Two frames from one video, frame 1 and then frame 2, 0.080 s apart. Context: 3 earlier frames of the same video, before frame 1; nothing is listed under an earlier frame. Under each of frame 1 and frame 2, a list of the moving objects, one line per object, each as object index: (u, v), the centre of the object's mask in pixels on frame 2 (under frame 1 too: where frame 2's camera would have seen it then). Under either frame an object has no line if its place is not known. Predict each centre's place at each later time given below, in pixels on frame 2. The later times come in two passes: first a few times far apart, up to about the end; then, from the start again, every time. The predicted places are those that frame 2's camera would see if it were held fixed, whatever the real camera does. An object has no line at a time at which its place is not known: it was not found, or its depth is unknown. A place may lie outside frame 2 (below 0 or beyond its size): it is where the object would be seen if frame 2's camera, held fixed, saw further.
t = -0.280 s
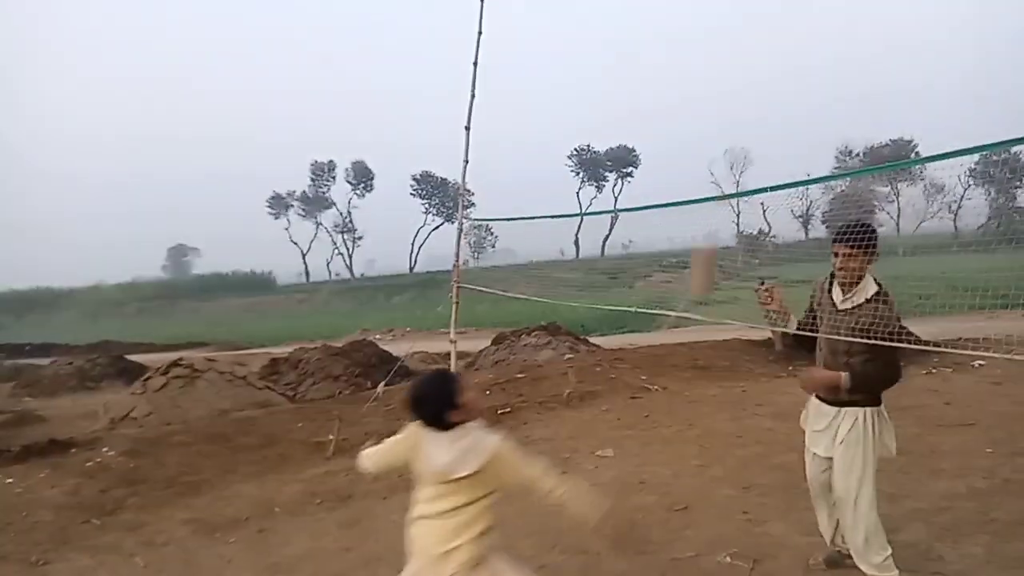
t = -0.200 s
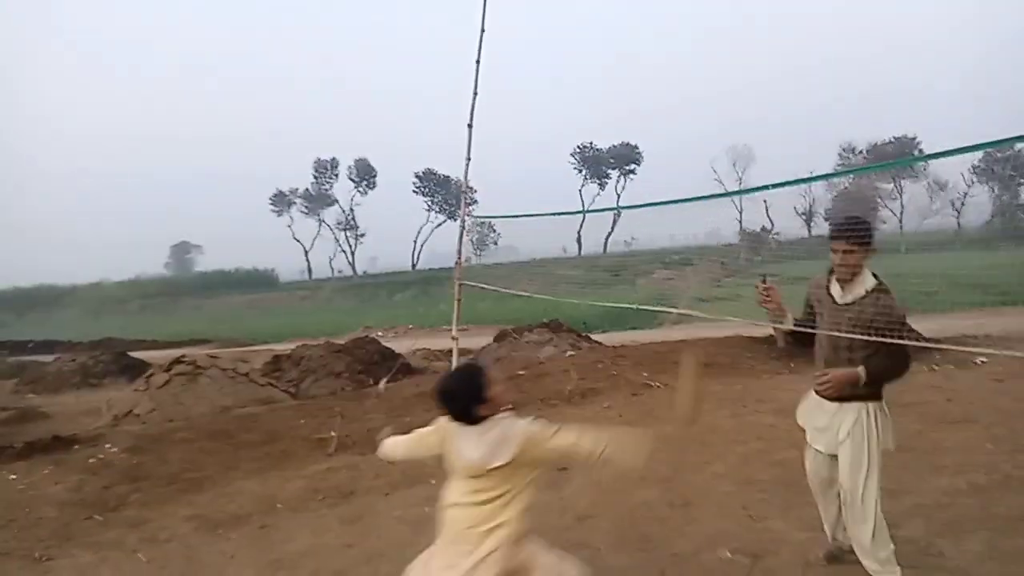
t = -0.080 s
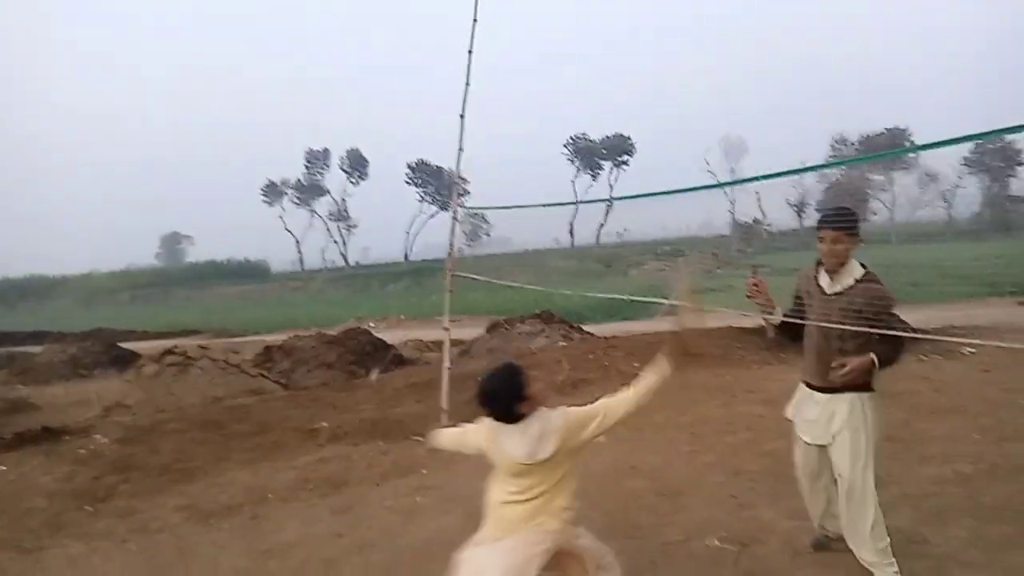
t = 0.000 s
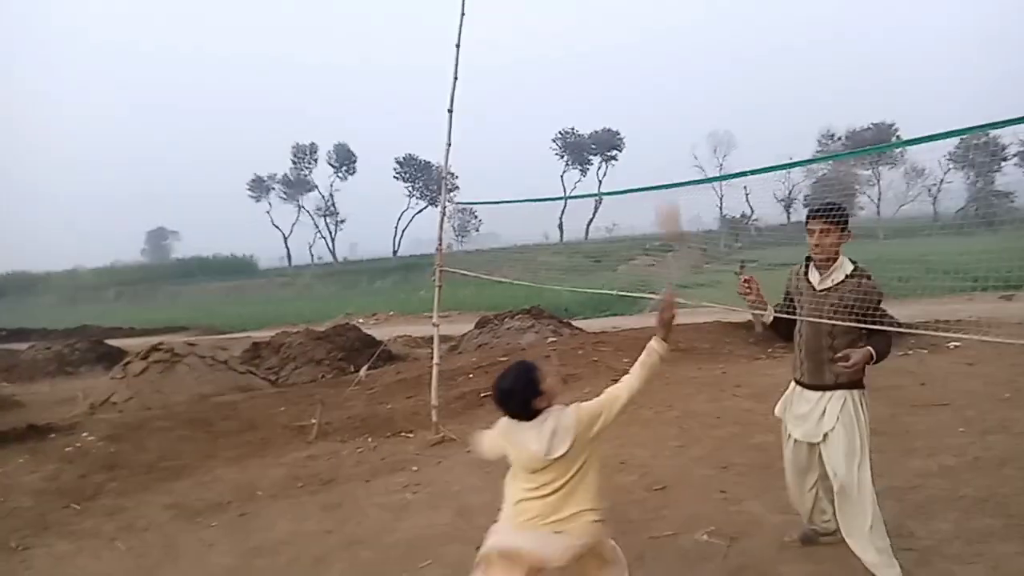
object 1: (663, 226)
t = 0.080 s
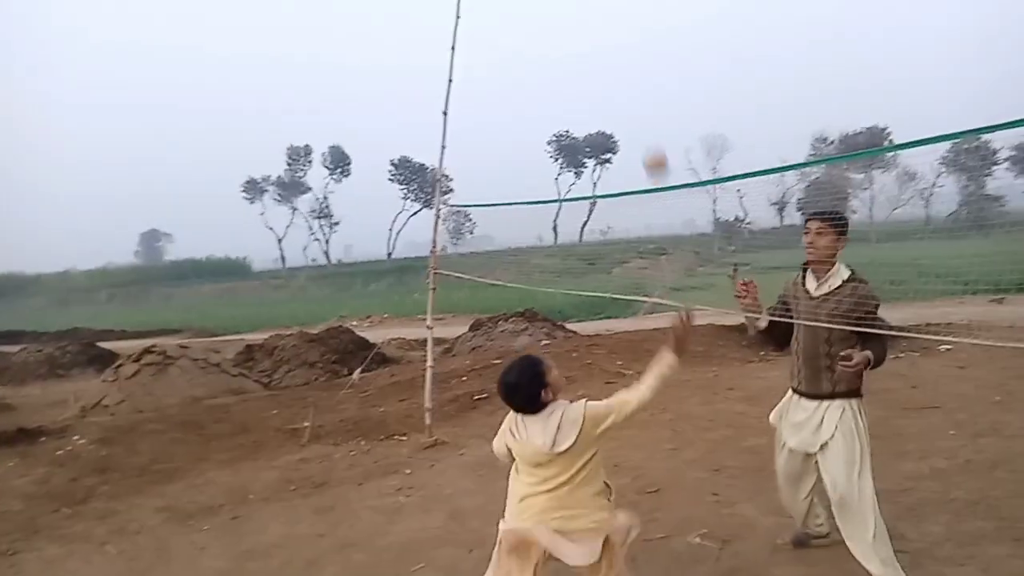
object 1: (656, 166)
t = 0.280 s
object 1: (646, 97)
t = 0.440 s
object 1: (644, 114)
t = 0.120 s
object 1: (653, 143)
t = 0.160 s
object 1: (650, 124)
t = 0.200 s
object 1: (648, 110)
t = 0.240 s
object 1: (647, 101)
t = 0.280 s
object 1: (646, 97)
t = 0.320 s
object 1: (645, 96)
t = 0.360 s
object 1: (644, 100)
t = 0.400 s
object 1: (644, 105)
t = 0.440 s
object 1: (644, 114)
